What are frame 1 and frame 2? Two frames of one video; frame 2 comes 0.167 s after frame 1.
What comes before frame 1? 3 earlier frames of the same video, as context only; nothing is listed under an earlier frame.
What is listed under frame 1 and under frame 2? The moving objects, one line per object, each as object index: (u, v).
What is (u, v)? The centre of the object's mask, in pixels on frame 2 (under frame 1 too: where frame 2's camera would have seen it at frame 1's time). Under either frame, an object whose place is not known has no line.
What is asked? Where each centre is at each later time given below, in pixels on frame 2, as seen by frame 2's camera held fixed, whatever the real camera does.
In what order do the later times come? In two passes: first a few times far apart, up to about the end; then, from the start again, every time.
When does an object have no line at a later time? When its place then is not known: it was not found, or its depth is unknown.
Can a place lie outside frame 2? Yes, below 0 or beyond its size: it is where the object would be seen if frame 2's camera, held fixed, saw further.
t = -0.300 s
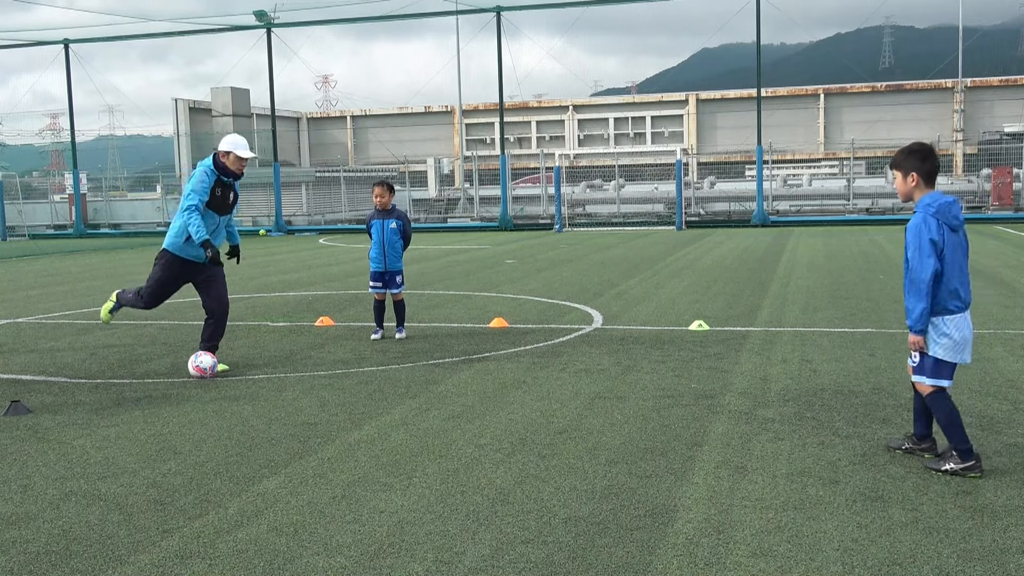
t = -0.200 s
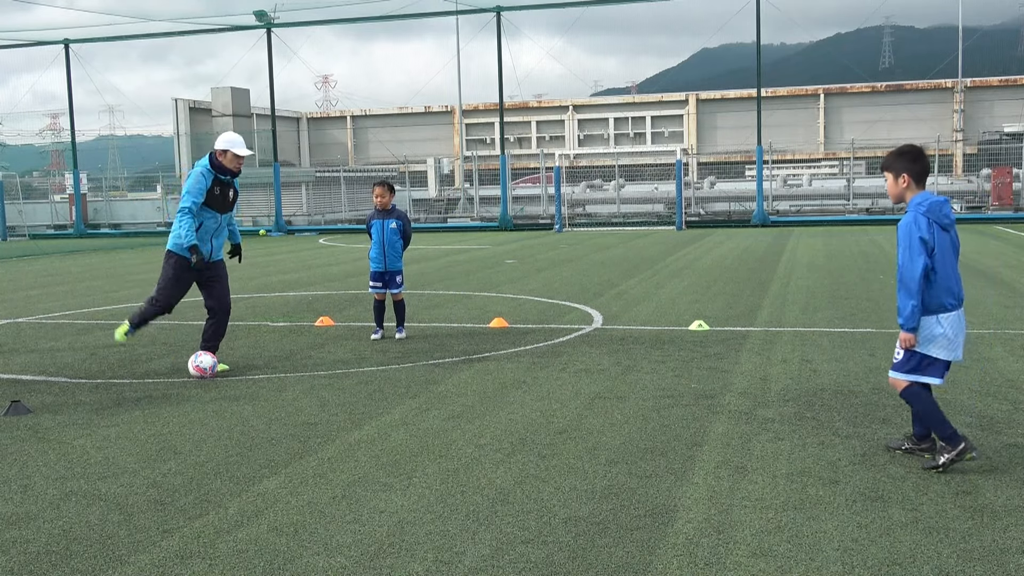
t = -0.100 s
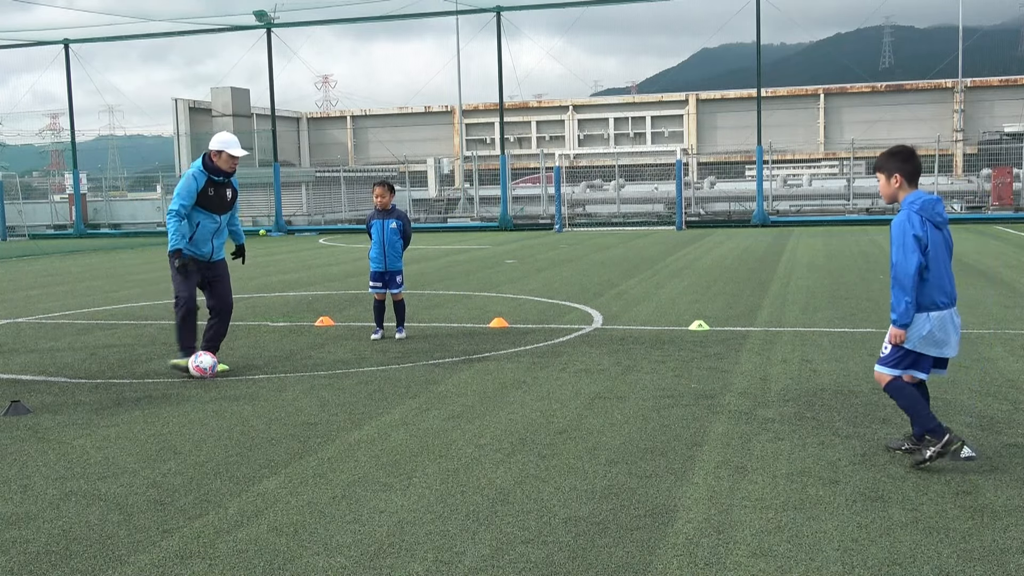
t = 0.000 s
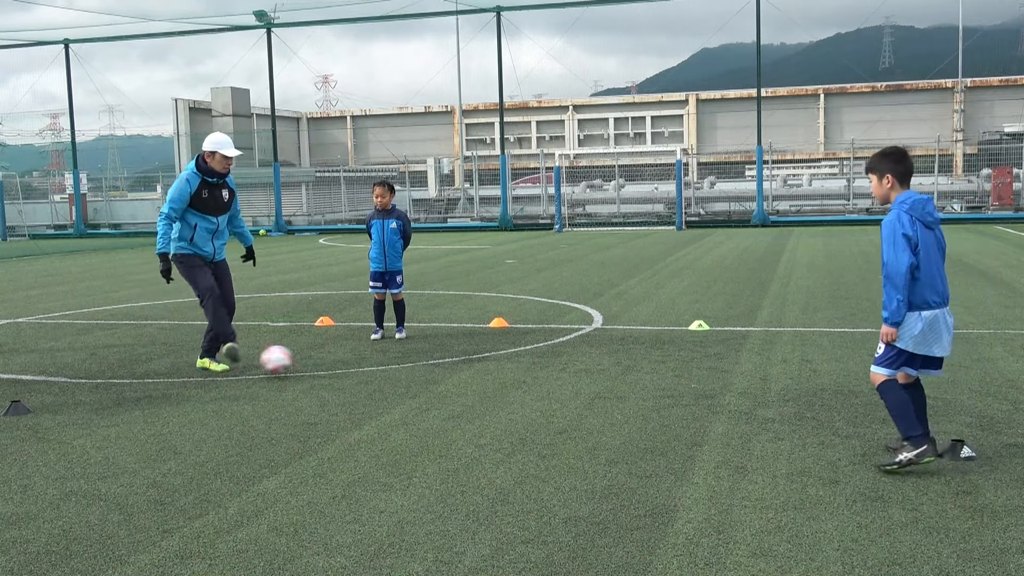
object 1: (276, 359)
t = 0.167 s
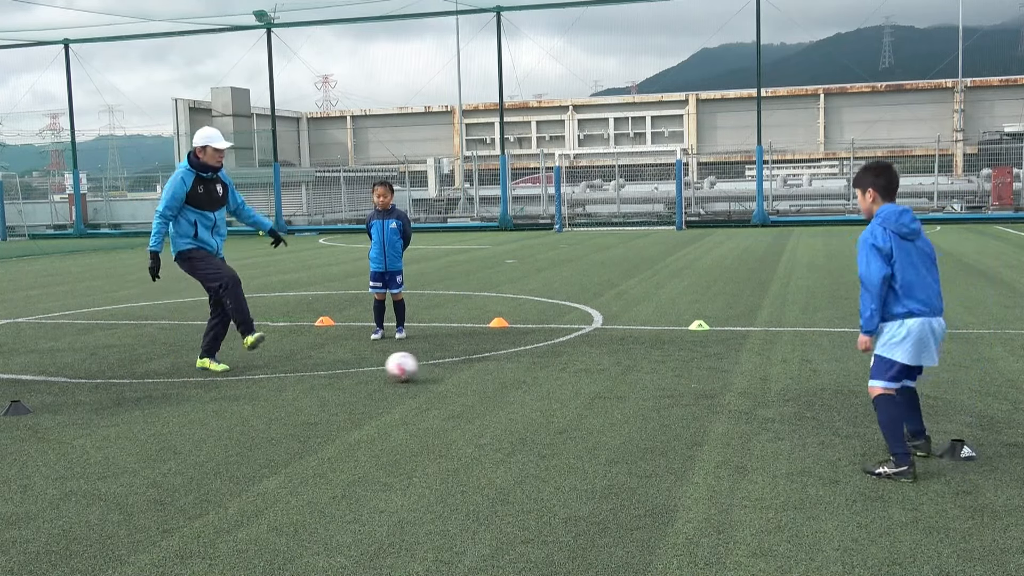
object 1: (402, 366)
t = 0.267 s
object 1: (467, 367)
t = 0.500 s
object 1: (618, 369)
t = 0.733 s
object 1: (770, 370)
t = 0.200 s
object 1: (424, 367)
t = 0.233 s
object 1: (446, 367)
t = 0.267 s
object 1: (467, 367)
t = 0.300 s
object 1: (489, 369)
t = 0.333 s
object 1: (511, 368)
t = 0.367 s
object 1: (531, 368)
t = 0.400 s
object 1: (552, 369)
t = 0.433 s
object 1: (574, 369)
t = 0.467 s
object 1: (596, 370)
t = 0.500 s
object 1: (618, 369)
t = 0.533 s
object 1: (638, 368)
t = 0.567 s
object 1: (661, 369)
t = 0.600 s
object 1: (683, 371)
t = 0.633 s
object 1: (704, 370)
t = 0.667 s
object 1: (726, 369)
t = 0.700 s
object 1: (748, 368)
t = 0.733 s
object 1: (770, 370)
